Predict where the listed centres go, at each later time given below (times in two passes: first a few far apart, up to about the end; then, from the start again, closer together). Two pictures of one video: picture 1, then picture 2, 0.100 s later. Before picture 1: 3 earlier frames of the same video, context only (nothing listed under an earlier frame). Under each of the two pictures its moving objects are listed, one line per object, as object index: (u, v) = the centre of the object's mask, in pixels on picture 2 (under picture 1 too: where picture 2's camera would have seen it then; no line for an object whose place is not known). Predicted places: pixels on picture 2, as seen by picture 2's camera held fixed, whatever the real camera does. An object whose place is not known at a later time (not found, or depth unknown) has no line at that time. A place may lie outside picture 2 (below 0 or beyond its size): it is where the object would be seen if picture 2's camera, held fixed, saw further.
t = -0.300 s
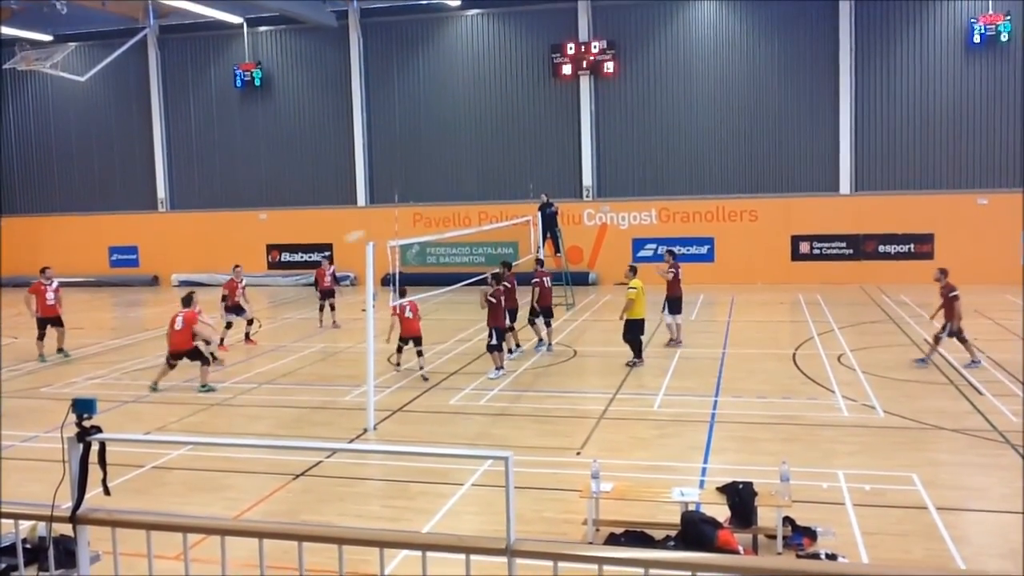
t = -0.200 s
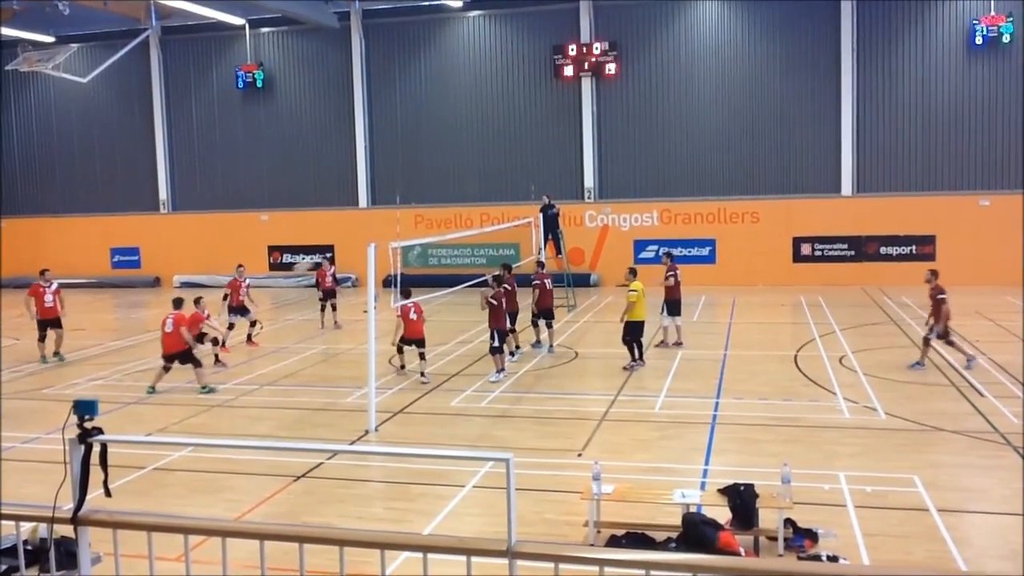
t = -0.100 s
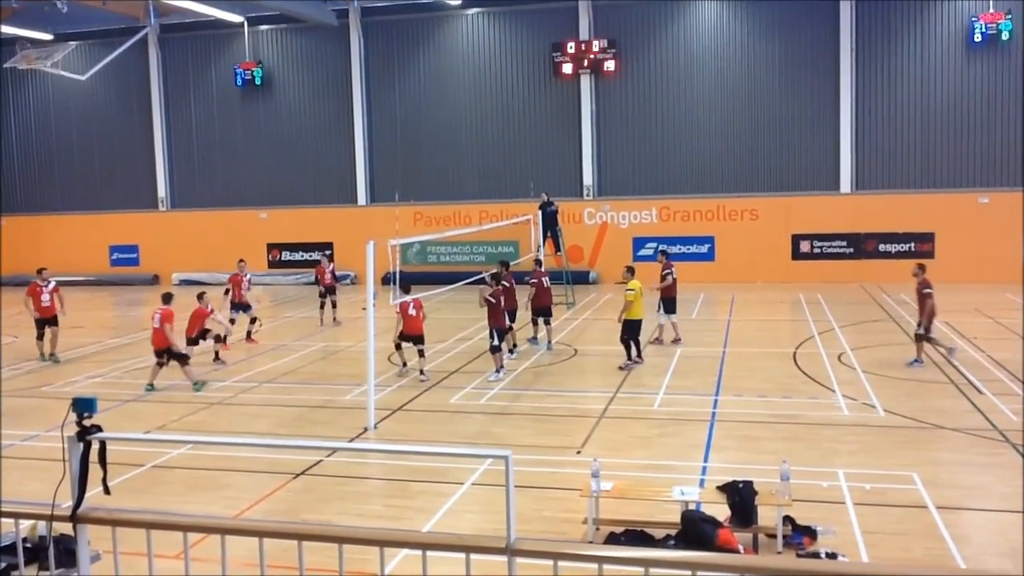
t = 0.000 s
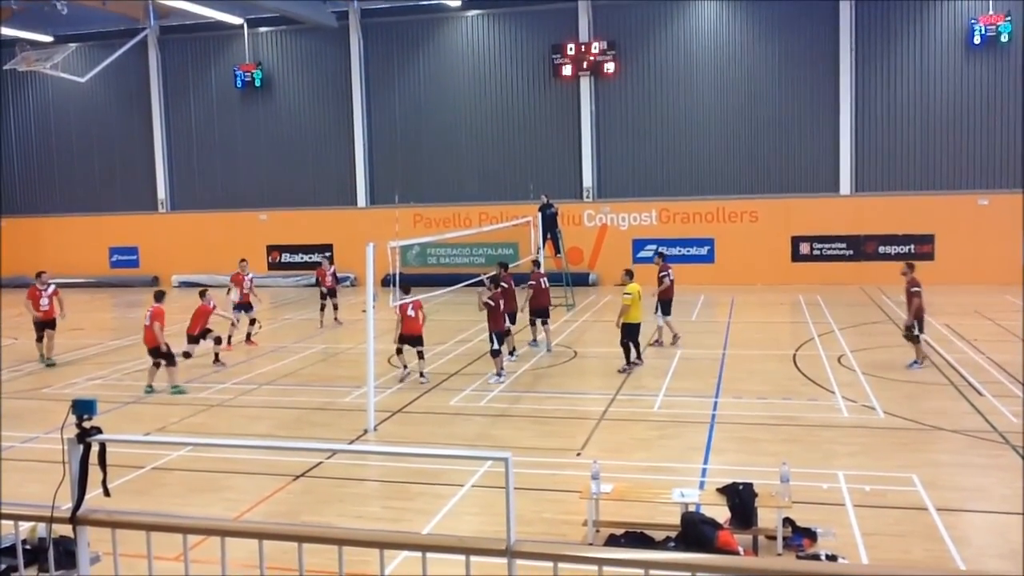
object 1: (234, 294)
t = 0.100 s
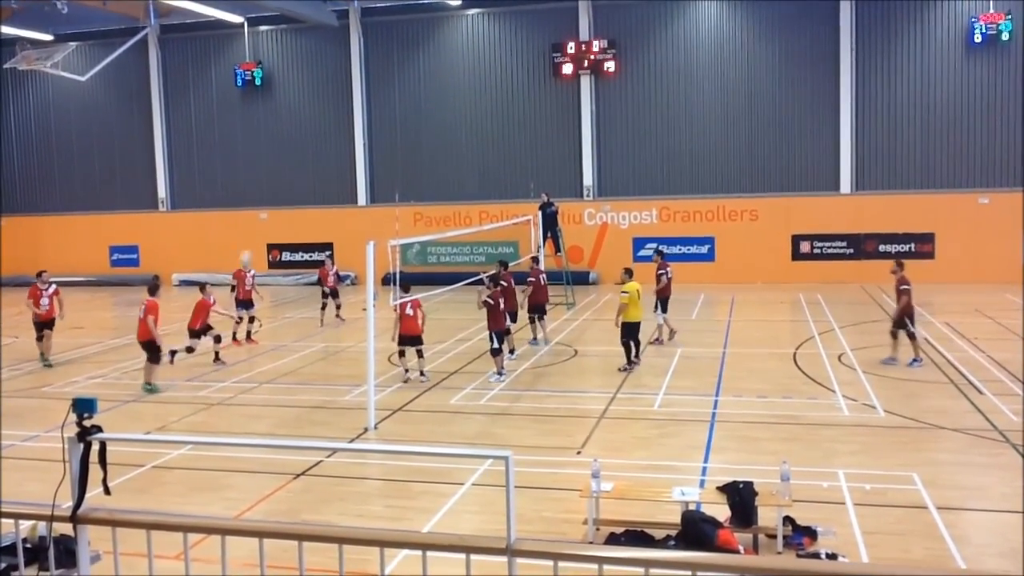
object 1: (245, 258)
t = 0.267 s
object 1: (263, 209)
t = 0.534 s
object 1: (293, 158)
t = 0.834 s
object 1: (329, 144)
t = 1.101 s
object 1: (363, 173)
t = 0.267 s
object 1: (263, 209)
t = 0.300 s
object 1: (267, 200)
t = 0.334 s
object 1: (270, 192)
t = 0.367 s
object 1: (274, 185)
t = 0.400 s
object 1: (278, 179)
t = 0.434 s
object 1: (282, 172)
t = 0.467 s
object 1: (285, 167)
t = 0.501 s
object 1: (289, 162)
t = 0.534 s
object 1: (293, 158)
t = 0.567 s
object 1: (297, 154)
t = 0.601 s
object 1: (301, 151)
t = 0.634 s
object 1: (305, 148)
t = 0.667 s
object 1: (308, 146)
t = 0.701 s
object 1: (312, 144)
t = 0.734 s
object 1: (316, 144)
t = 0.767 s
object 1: (320, 143)
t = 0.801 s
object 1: (324, 144)
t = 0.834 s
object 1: (329, 144)
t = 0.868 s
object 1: (332, 146)
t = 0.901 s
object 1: (337, 148)
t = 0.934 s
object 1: (341, 150)
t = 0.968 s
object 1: (345, 154)
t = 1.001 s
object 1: (349, 158)
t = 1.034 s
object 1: (352, 162)
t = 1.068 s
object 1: (356, 167)
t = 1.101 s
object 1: (363, 173)
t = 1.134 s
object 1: (367, 179)
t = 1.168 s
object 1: (372, 186)
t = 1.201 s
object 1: (376, 194)
